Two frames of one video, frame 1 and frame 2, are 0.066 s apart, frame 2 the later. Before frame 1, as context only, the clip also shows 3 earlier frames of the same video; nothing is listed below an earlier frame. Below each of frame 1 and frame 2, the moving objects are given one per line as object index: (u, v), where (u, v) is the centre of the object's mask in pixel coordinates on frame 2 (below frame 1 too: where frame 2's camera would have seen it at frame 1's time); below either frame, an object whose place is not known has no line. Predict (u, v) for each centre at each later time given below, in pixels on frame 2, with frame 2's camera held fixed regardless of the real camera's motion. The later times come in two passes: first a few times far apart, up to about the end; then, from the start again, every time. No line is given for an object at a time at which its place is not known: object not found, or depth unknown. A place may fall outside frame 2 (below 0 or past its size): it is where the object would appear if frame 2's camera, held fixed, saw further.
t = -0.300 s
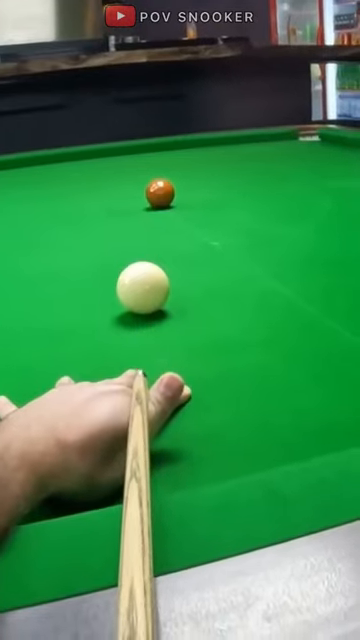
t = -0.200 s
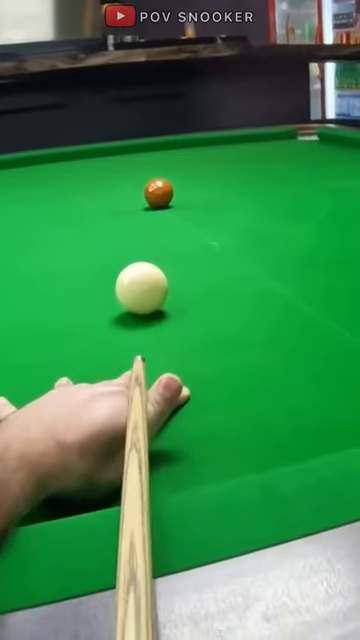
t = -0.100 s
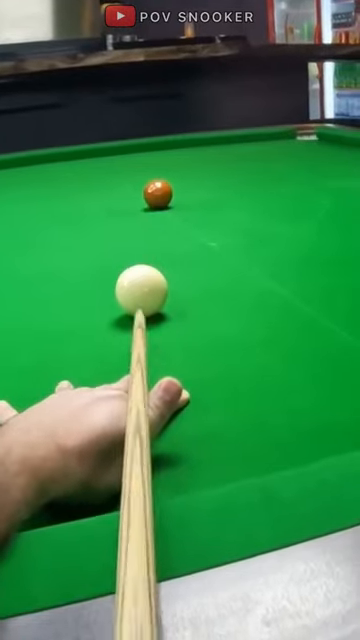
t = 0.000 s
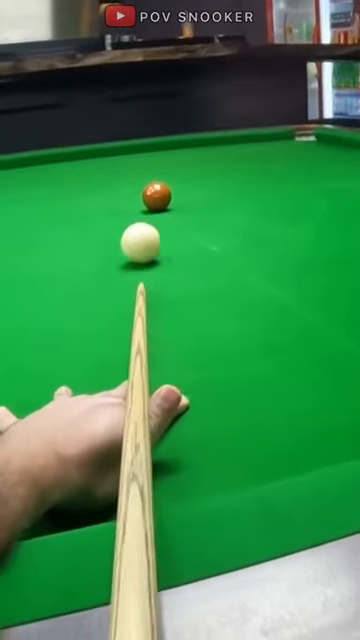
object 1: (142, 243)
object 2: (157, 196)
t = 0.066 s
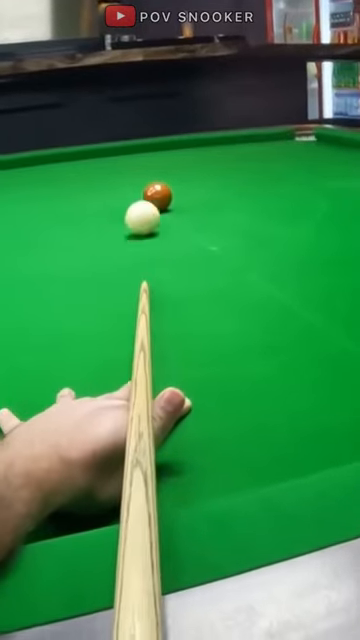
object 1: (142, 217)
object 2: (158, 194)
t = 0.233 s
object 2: (196, 178)
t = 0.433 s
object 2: (237, 160)
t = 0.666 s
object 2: (270, 145)
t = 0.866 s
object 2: (290, 137)
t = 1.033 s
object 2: (303, 135)
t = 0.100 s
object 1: (142, 208)
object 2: (160, 193)
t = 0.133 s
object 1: (138, 202)
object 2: (163, 194)
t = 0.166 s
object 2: (174, 188)
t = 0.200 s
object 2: (186, 183)
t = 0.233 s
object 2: (196, 178)
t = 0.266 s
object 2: (204, 175)
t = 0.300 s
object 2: (212, 171)
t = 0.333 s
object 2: (219, 168)
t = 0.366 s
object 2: (225, 166)
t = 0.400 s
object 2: (231, 162)
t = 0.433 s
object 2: (237, 160)
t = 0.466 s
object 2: (242, 157)
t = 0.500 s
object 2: (248, 155)
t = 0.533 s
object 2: (252, 153)
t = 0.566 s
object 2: (257, 151)
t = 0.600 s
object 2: (261, 148)
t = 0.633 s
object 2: (265, 147)
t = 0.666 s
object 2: (270, 145)
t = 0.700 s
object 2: (273, 143)
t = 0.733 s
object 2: (277, 142)
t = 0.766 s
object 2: (280, 140)
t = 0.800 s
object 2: (284, 139)
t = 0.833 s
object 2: (287, 138)
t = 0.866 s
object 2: (290, 137)
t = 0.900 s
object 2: (292, 135)
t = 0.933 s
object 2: (295, 134)
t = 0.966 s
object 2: (297, 133)
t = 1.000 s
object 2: (301, 133)
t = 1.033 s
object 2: (303, 135)
